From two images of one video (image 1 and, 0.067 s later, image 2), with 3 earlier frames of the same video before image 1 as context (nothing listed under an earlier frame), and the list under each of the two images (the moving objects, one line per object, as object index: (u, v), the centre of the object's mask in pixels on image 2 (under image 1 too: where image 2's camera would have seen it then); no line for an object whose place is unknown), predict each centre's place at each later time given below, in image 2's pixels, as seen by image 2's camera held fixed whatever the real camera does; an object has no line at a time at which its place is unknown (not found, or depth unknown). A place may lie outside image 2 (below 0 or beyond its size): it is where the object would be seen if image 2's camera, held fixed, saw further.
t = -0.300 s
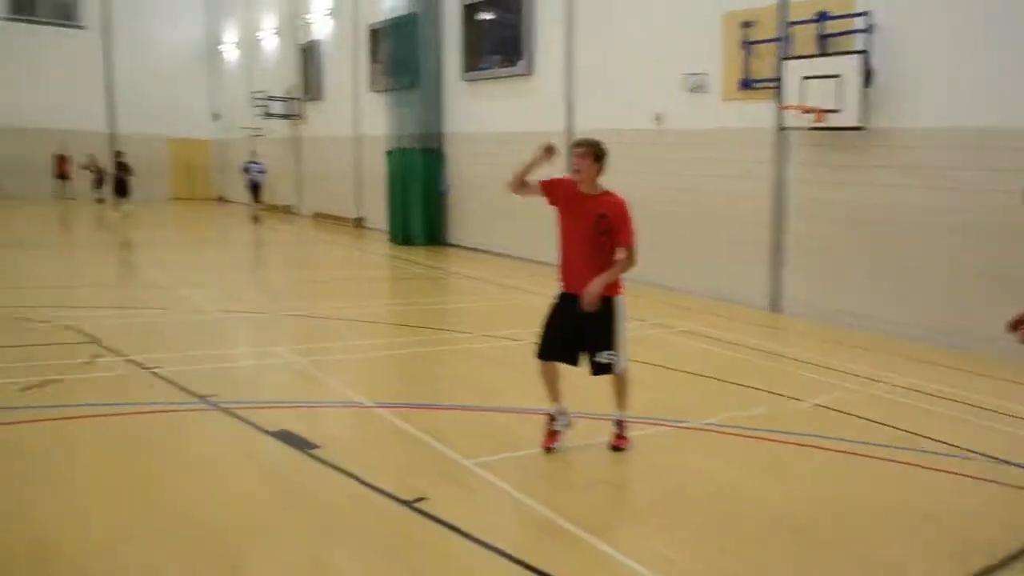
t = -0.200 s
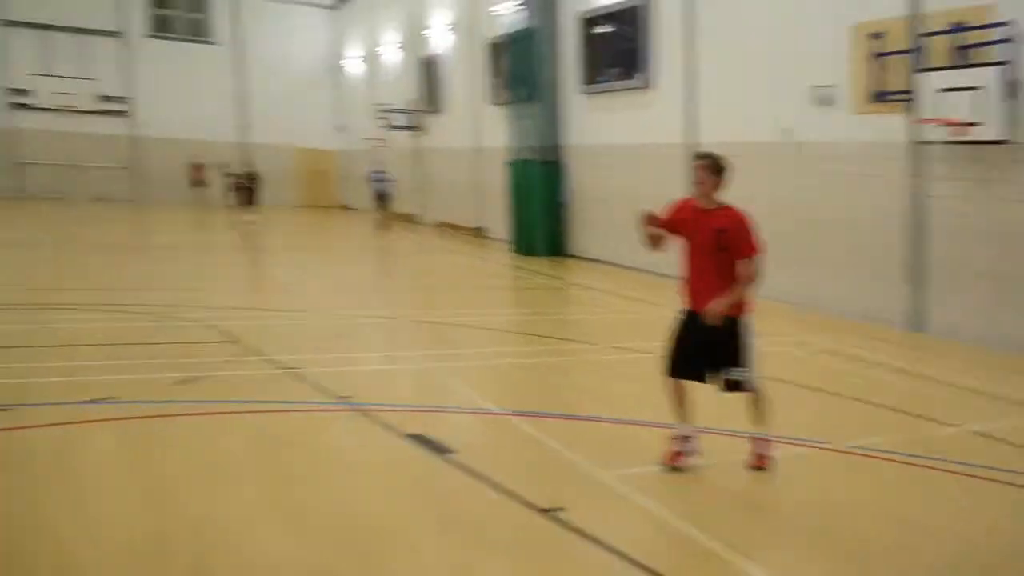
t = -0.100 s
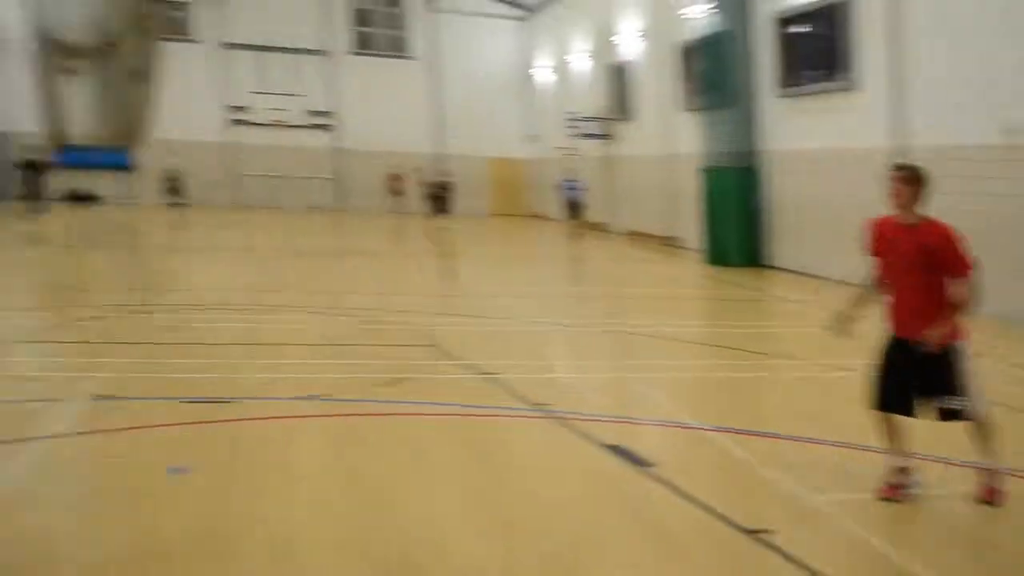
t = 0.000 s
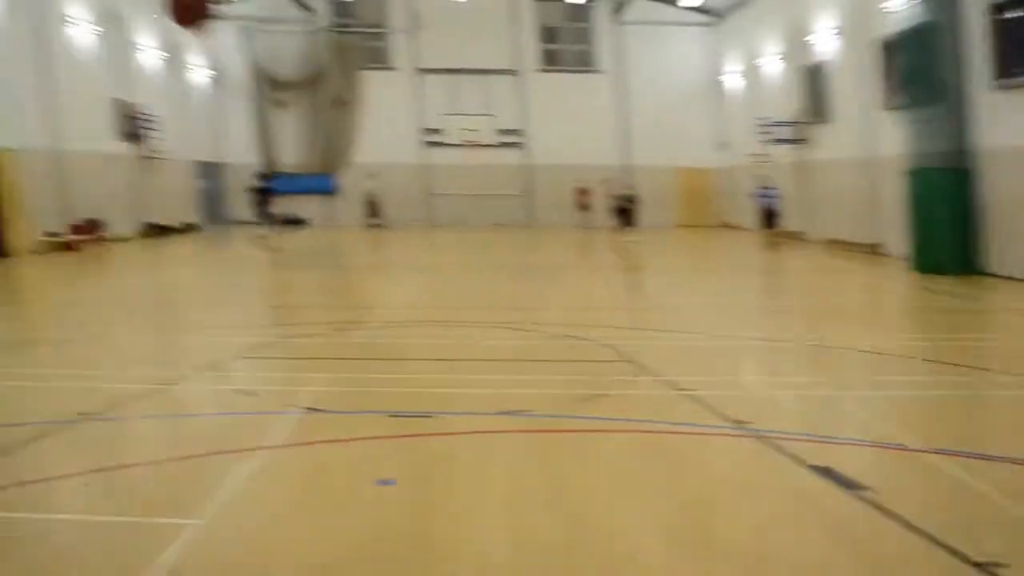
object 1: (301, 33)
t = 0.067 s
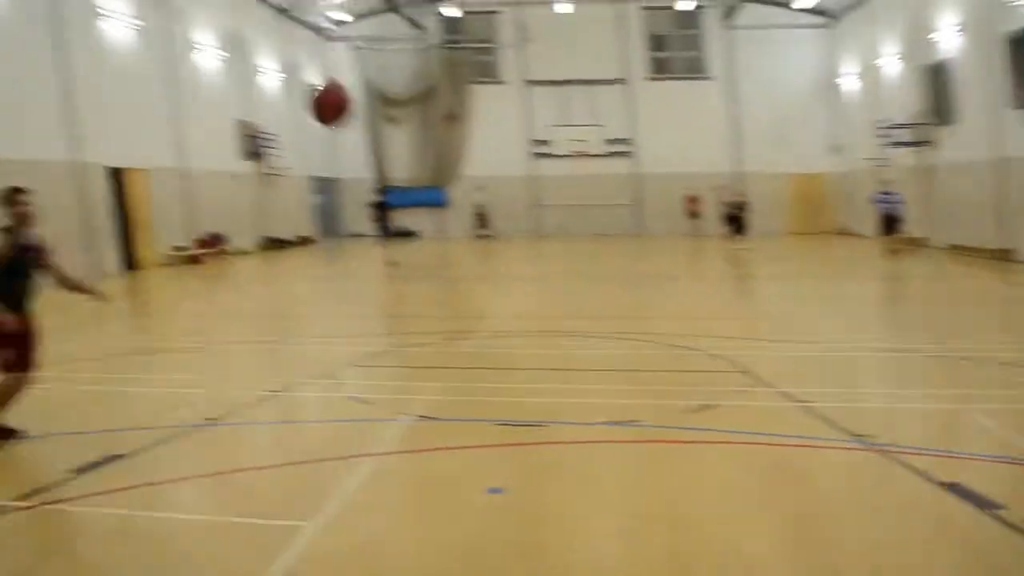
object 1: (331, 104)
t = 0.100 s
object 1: (340, 141)
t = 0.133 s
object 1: (349, 180)
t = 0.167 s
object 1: (358, 218)
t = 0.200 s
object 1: (368, 258)
